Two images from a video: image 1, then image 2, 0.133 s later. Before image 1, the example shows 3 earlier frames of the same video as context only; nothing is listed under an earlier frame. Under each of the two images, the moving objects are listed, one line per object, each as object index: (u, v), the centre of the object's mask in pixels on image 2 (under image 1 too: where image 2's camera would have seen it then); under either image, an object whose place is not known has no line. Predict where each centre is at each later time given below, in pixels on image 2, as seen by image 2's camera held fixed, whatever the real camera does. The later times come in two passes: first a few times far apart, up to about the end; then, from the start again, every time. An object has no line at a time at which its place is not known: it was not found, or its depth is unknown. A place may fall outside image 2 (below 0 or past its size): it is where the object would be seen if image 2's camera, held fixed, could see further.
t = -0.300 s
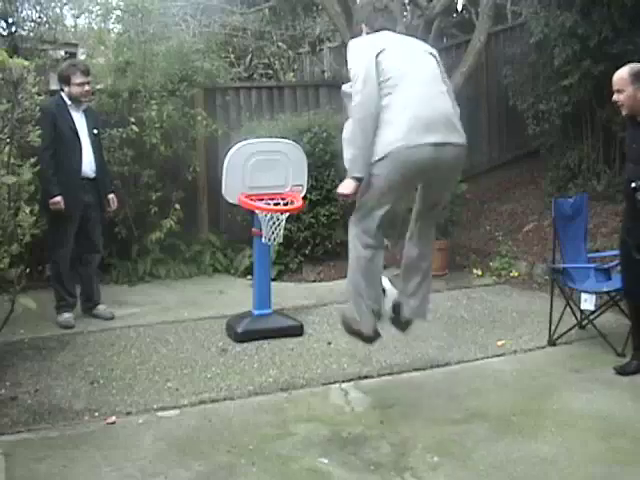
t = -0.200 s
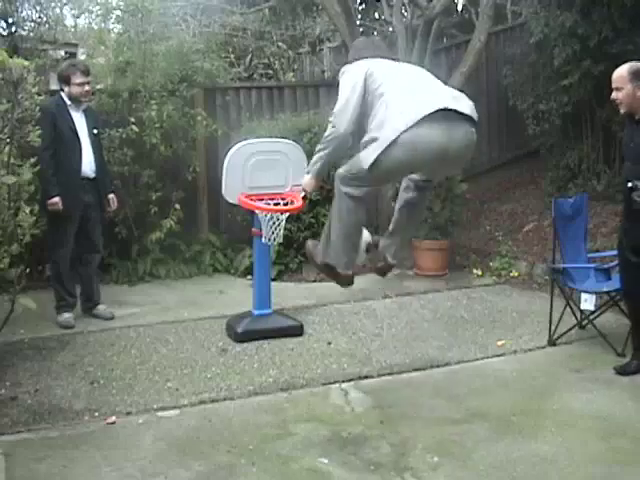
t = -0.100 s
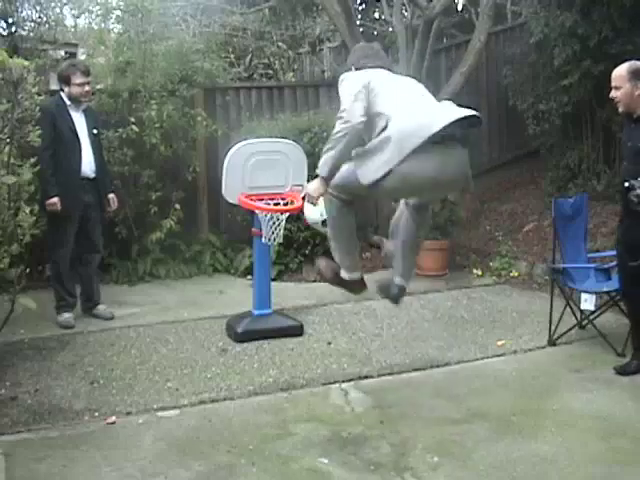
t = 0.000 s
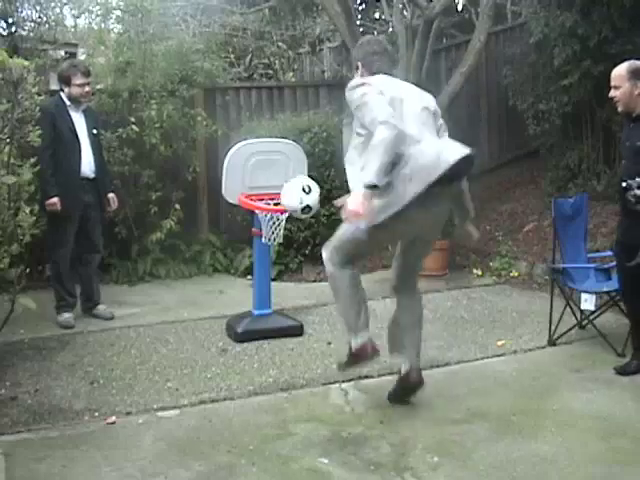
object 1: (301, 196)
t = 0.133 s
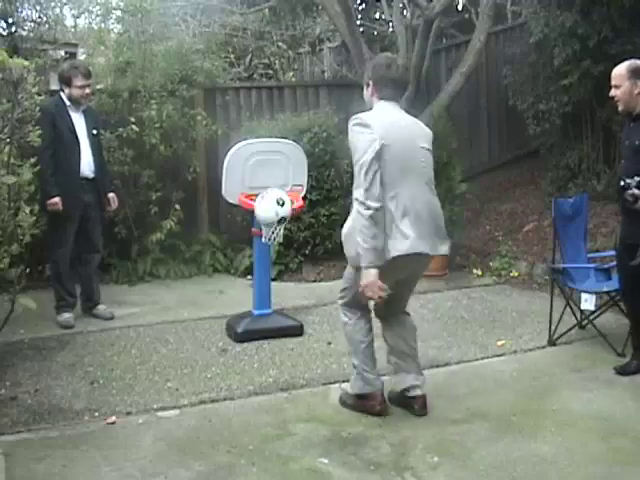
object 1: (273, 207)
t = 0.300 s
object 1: (249, 268)
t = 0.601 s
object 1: (223, 277)
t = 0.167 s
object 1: (267, 215)
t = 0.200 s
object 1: (263, 225)
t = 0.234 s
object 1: (257, 238)
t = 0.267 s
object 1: (255, 252)
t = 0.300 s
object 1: (249, 268)
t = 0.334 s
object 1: (245, 285)
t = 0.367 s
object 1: (241, 304)
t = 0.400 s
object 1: (237, 325)
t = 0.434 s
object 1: (234, 335)
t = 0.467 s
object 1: (232, 319)
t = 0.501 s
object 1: (229, 306)
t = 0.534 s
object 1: (227, 295)
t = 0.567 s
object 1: (225, 285)
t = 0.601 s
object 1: (223, 277)
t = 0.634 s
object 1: (221, 271)
